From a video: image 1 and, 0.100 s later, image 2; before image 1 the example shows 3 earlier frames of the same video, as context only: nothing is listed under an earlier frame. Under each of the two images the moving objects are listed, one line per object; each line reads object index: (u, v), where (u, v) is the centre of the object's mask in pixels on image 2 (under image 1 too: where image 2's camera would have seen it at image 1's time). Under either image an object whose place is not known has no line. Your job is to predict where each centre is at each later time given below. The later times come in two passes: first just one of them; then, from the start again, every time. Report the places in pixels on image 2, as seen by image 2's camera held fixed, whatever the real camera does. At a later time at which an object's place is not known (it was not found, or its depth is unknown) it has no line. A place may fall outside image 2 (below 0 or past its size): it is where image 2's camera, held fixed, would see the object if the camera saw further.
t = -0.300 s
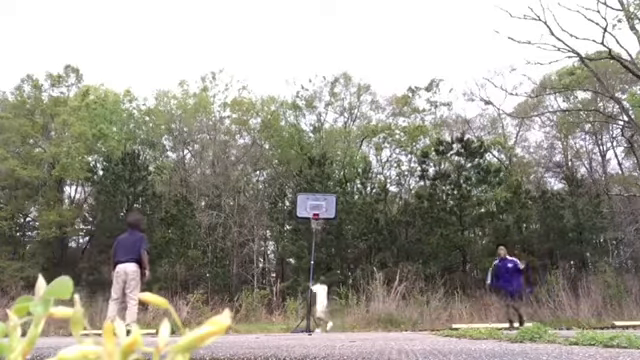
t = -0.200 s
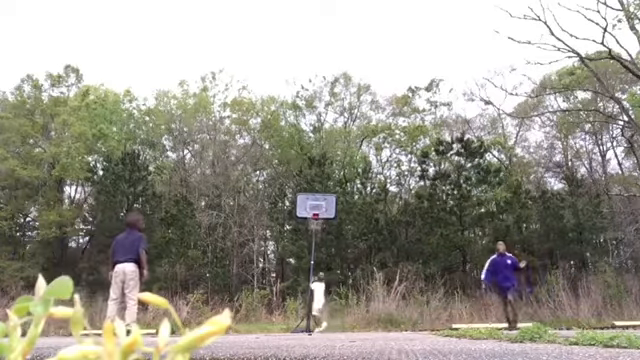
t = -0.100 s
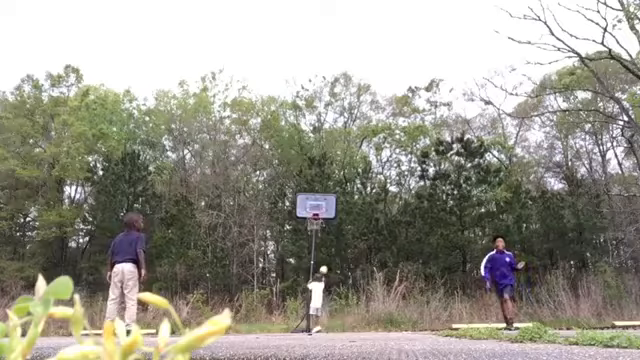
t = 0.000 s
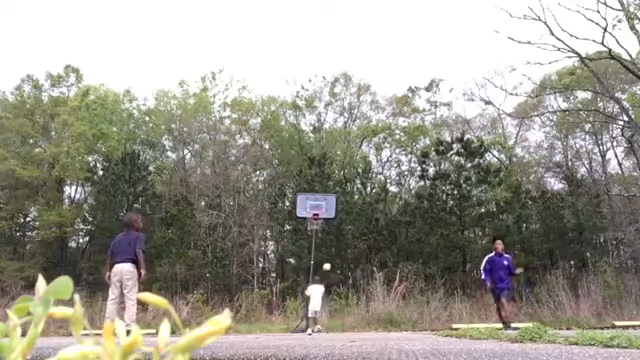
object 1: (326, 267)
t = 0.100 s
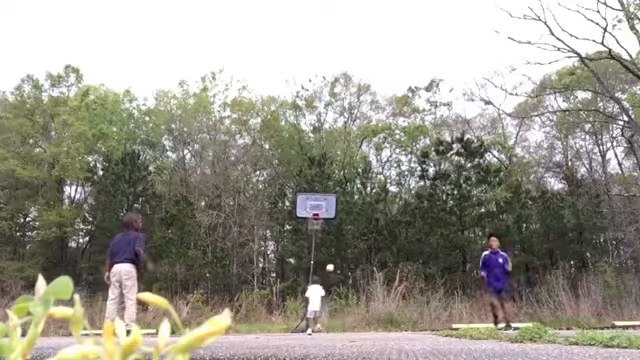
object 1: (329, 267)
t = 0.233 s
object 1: (334, 275)
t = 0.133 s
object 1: (330, 269)
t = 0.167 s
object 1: (332, 270)
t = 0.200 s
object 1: (333, 272)
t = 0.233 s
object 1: (334, 275)
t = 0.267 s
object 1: (335, 278)
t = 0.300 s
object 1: (336, 281)
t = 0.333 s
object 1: (338, 286)
